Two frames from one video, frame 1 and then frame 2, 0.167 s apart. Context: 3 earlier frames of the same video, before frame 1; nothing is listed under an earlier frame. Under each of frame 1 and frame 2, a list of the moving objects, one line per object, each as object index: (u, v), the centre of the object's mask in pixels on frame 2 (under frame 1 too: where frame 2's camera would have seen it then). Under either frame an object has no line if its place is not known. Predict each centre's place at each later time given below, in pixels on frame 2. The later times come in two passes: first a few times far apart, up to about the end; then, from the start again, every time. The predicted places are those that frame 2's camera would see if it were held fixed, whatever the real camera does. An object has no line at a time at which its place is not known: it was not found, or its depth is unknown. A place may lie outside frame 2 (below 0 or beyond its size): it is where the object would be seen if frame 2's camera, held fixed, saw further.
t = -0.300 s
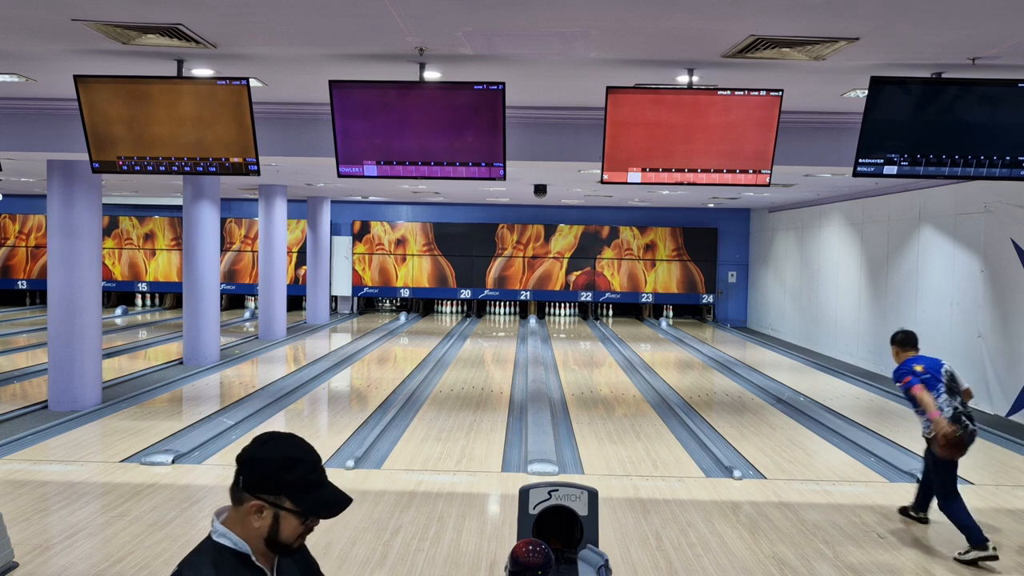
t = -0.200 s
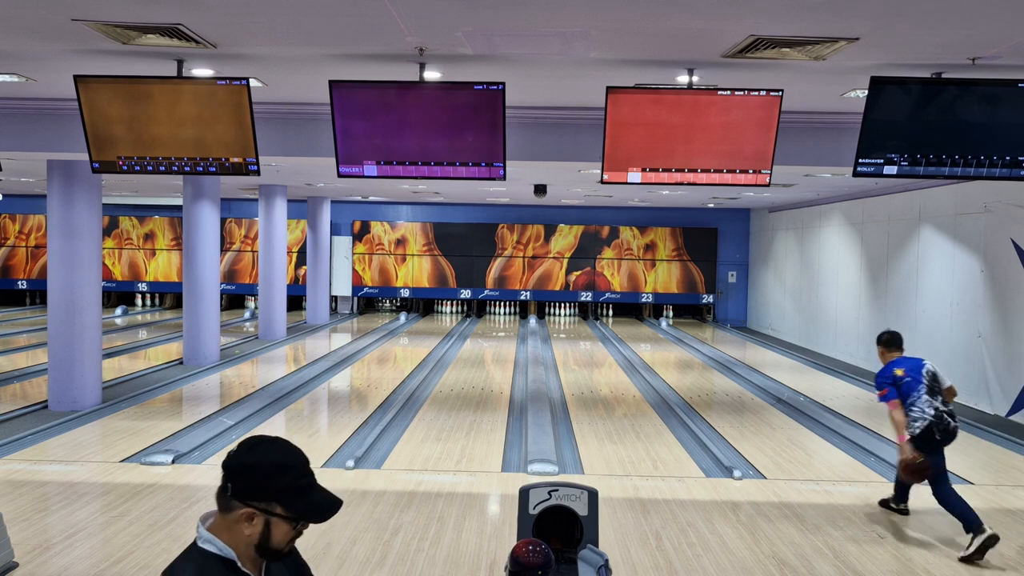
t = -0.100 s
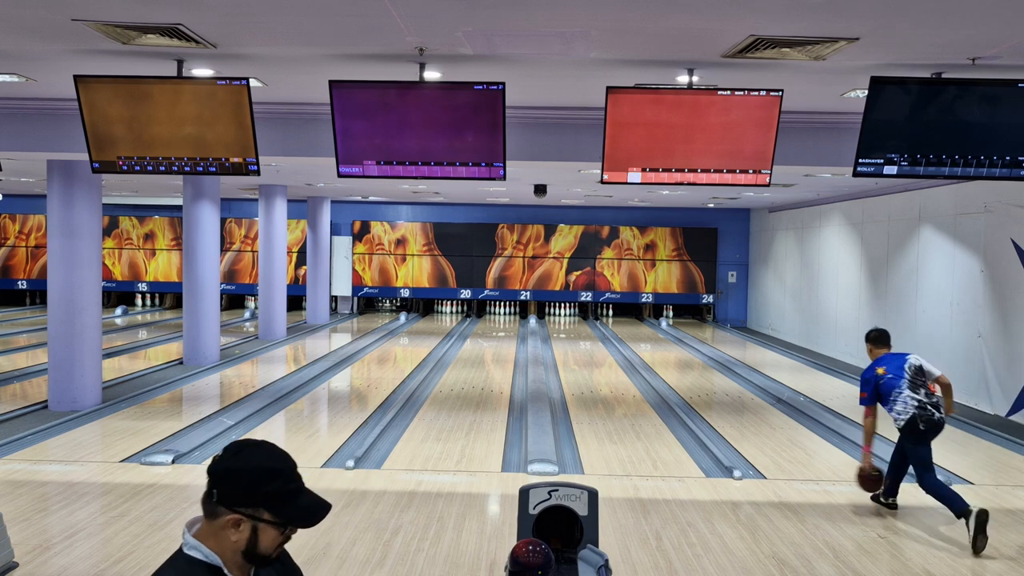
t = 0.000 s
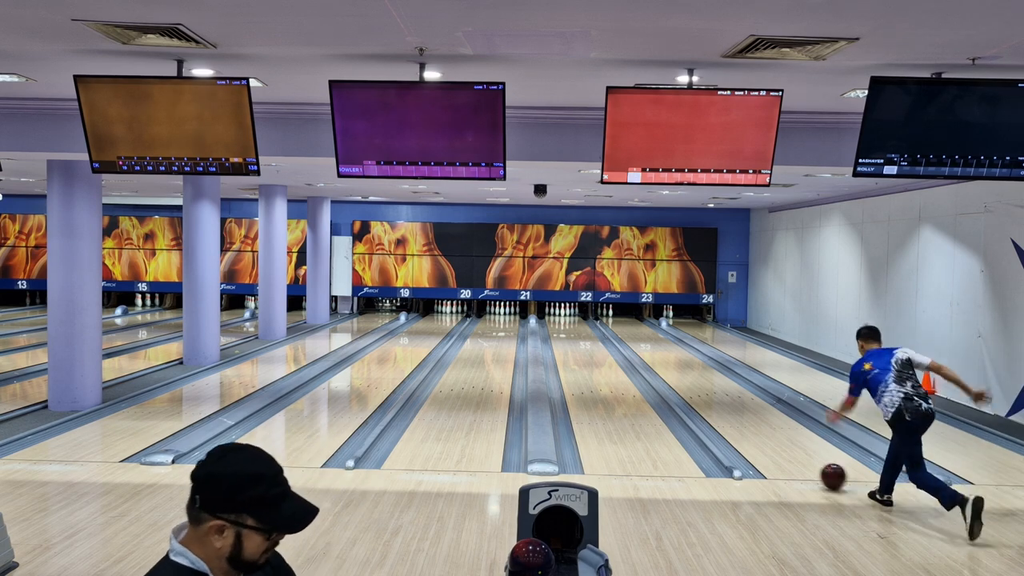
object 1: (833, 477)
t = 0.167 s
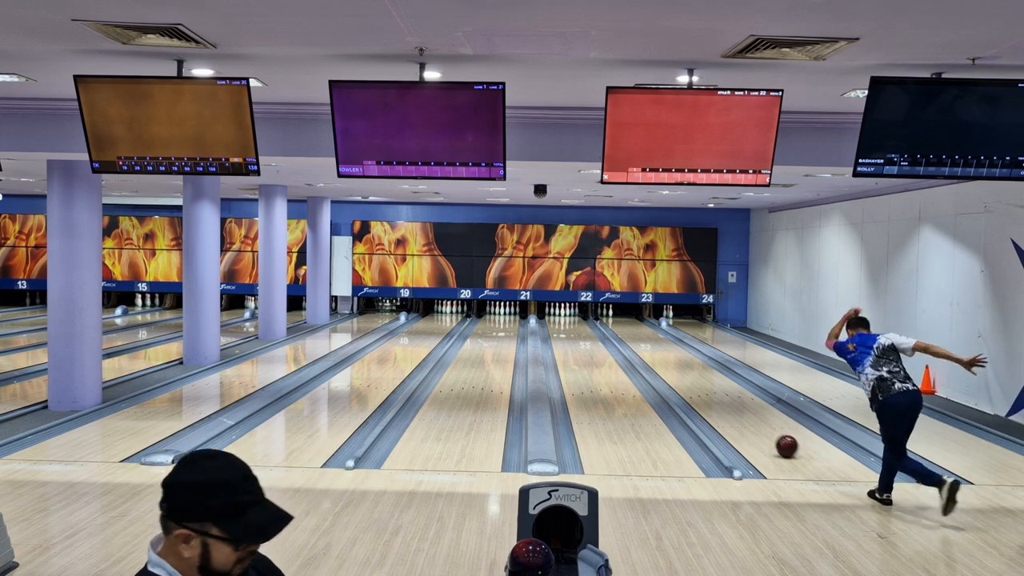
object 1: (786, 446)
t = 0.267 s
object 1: (764, 432)
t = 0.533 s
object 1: (719, 401)
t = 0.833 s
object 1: (684, 378)
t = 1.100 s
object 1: (661, 362)
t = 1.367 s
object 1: (644, 350)
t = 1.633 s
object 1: (631, 340)
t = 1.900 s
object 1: (621, 333)
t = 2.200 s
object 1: (614, 326)
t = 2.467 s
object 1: (610, 321)
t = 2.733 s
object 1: (608, 317)
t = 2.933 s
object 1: (606, 315)
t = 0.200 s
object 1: (779, 441)
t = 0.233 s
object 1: (771, 436)
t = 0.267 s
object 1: (764, 432)
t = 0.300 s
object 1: (758, 427)
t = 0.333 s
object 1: (751, 423)
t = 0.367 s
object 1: (745, 419)
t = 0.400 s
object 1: (740, 415)
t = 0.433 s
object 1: (734, 411)
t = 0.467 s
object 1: (729, 408)
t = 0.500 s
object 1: (724, 404)
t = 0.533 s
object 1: (719, 401)
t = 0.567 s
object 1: (715, 398)
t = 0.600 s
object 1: (710, 395)
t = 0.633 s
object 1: (706, 392)
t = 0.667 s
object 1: (702, 390)
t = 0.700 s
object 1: (698, 387)
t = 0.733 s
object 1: (694, 385)
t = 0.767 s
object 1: (691, 382)
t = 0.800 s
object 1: (687, 380)
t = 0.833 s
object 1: (684, 378)
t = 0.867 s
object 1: (681, 375)
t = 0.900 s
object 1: (678, 373)
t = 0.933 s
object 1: (675, 371)
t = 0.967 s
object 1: (672, 369)
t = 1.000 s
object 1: (669, 367)
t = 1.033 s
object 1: (666, 365)
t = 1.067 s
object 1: (664, 364)
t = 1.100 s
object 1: (661, 362)
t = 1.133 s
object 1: (659, 360)
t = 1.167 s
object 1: (656, 359)
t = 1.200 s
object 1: (654, 357)
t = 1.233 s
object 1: (652, 355)
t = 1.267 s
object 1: (650, 354)
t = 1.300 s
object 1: (648, 352)
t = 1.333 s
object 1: (646, 351)
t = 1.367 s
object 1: (644, 350)
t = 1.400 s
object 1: (642, 348)
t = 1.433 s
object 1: (640, 347)
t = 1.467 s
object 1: (639, 346)
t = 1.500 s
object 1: (637, 345)
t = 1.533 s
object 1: (635, 343)
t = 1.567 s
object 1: (634, 342)
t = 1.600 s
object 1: (632, 341)
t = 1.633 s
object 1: (631, 340)
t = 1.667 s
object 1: (630, 339)
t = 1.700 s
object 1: (628, 338)
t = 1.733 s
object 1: (627, 337)
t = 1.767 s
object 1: (626, 336)
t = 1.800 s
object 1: (625, 336)
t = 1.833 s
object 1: (623, 335)
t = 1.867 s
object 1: (622, 334)
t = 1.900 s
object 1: (621, 333)
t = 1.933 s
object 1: (620, 332)
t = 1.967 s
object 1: (619, 331)
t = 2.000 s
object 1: (618, 330)
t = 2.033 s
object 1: (618, 329)
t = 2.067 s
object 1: (617, 329)
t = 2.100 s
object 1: (616, 328)
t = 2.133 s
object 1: (615, 327)
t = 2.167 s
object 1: (615, 327)
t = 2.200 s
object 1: (614, 326)
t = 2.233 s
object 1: (613, 325)
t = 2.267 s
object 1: (613, 324)
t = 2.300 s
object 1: (612, 324)
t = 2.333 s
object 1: (611, 323)
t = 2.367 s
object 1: (611, 322)
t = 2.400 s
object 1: (610, 322)
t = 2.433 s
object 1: (610, 321)
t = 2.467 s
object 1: (610, 321)
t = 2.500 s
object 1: (609, 321)
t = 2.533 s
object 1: (609, 320)
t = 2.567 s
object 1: (609, 320)
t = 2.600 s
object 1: (609, 320)
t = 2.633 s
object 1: (608, 319)
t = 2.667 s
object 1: (608, 318)
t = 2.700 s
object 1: (608, 318)
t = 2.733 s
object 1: (608, 317)
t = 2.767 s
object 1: (608, 317)
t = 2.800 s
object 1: (608, 316)
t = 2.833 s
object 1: (607, 316)
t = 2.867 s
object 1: (607, 315)
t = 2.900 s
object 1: (606, 315)
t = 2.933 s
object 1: (606, 315)
